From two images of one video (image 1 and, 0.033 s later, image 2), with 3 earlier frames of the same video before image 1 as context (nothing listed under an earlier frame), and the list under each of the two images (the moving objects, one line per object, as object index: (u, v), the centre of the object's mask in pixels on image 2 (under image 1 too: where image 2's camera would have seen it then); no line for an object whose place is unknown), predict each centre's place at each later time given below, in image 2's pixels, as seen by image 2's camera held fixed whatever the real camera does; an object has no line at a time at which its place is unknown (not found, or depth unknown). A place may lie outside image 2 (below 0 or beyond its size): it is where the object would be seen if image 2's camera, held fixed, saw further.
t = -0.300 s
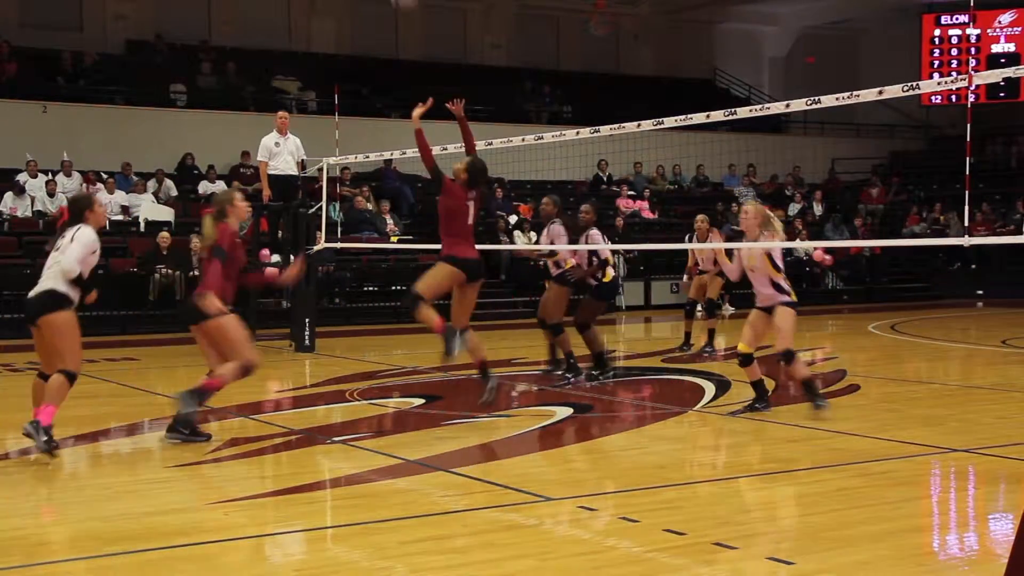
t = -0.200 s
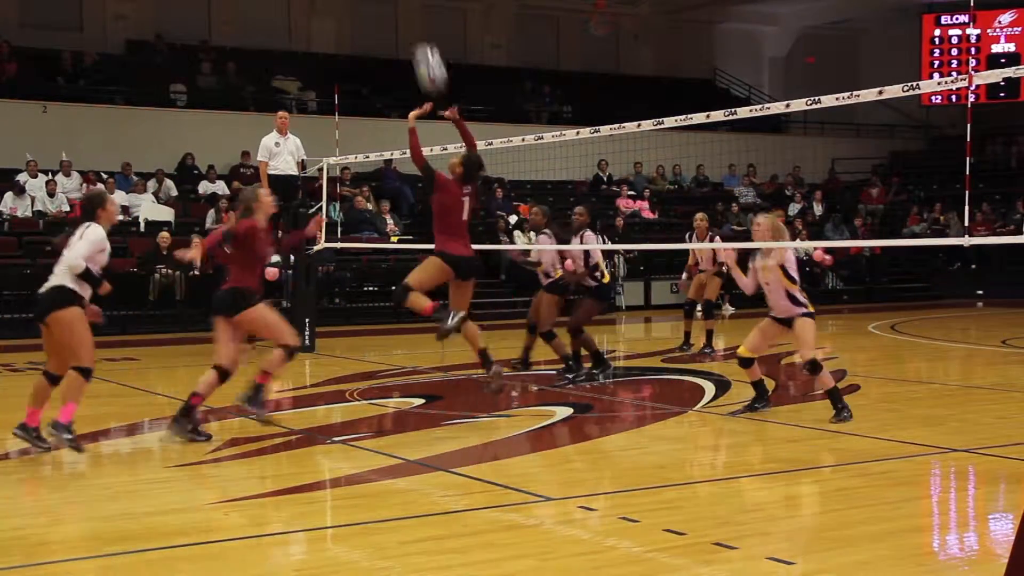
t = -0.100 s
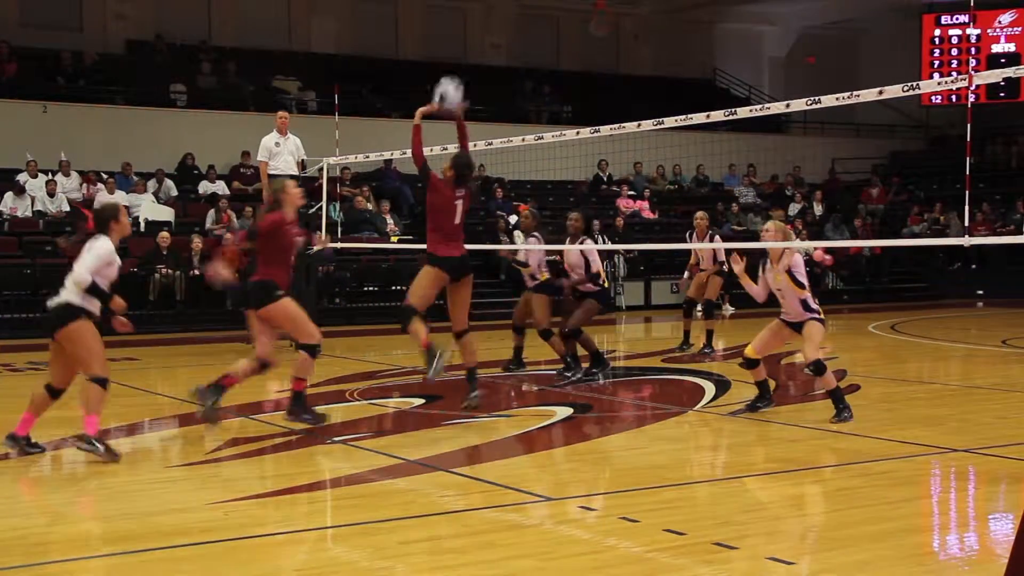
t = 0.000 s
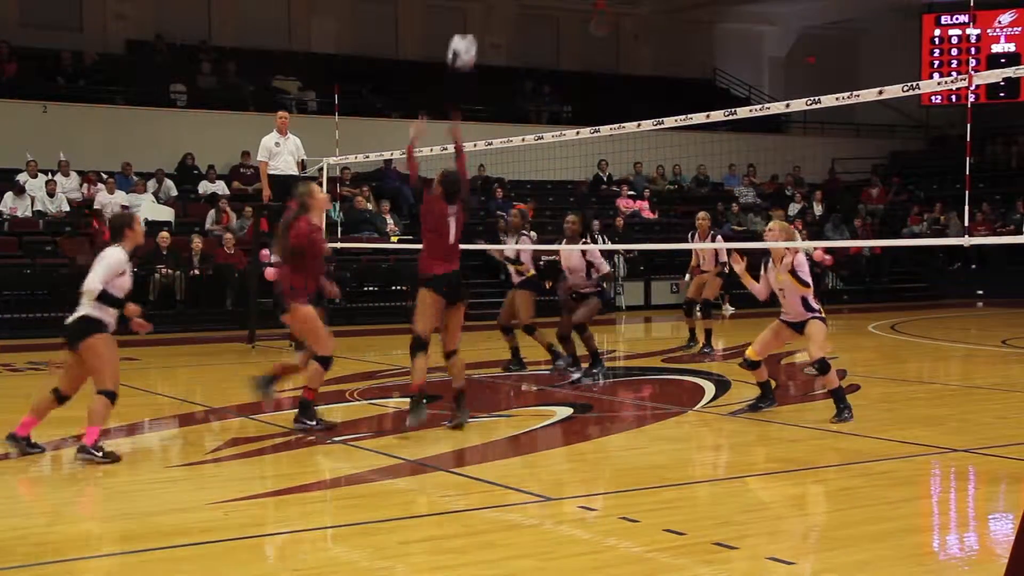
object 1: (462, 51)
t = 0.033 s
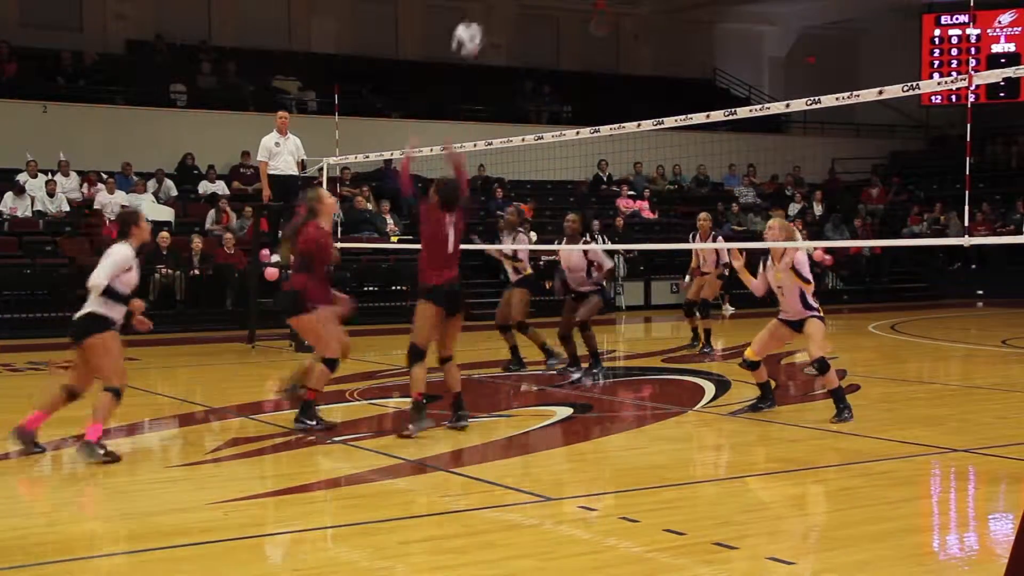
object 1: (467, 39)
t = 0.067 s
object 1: (472, 29)
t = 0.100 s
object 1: (478, 19)
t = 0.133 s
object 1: (482, 14)
